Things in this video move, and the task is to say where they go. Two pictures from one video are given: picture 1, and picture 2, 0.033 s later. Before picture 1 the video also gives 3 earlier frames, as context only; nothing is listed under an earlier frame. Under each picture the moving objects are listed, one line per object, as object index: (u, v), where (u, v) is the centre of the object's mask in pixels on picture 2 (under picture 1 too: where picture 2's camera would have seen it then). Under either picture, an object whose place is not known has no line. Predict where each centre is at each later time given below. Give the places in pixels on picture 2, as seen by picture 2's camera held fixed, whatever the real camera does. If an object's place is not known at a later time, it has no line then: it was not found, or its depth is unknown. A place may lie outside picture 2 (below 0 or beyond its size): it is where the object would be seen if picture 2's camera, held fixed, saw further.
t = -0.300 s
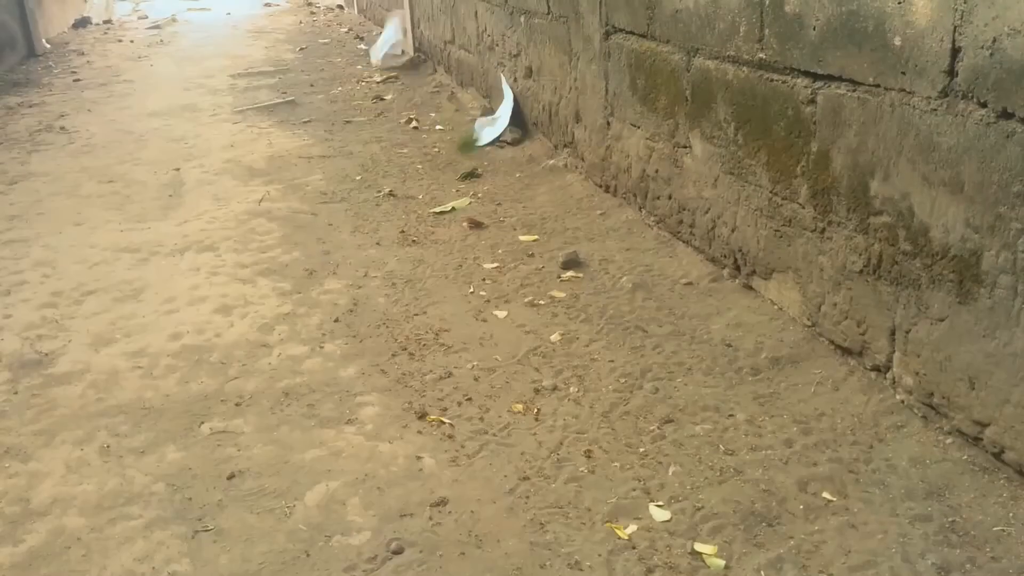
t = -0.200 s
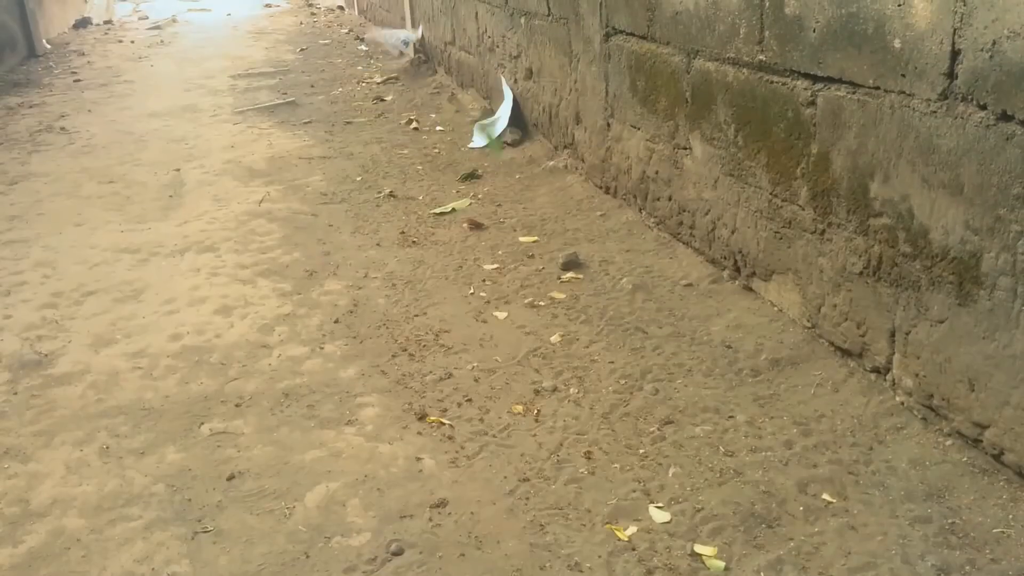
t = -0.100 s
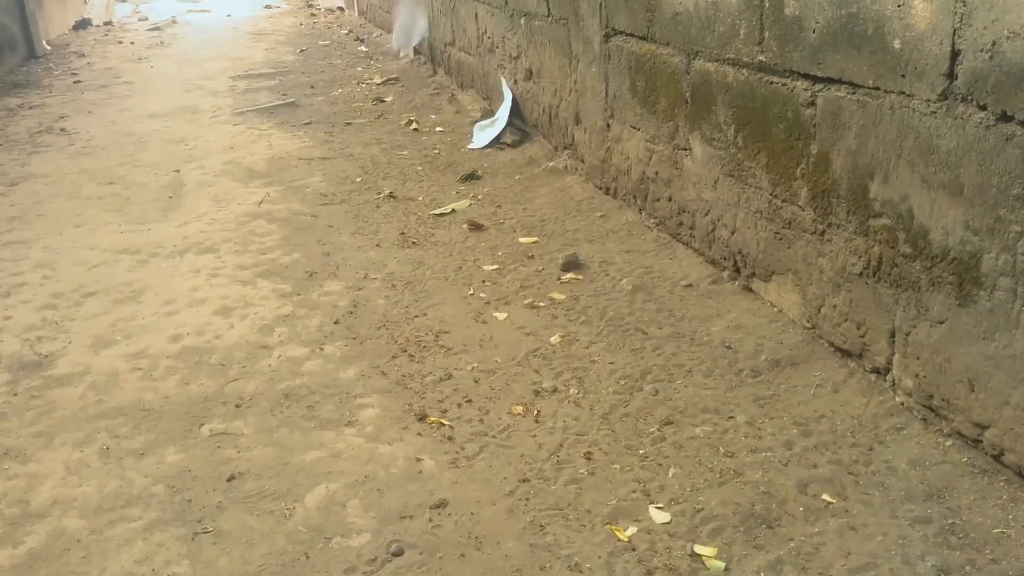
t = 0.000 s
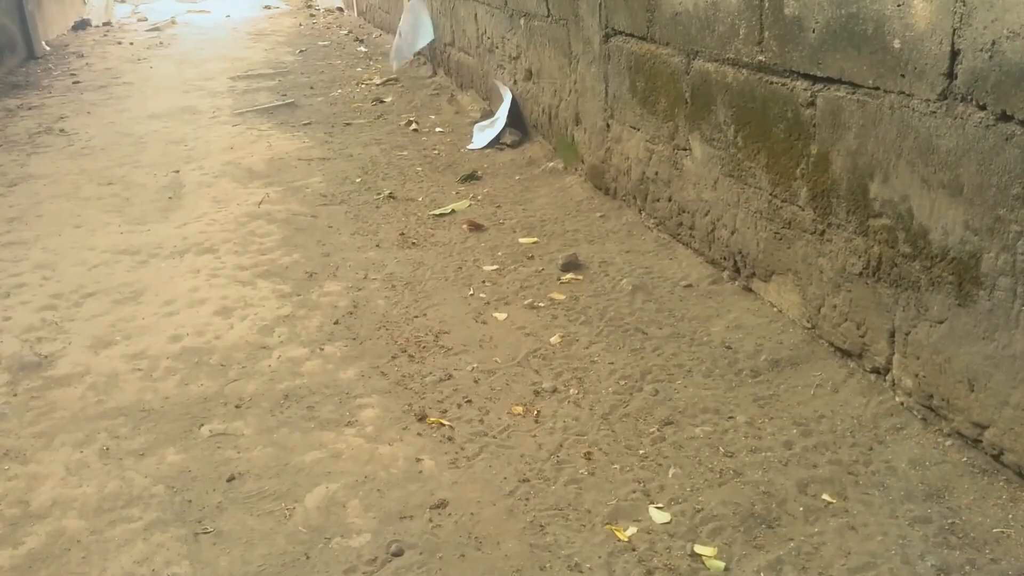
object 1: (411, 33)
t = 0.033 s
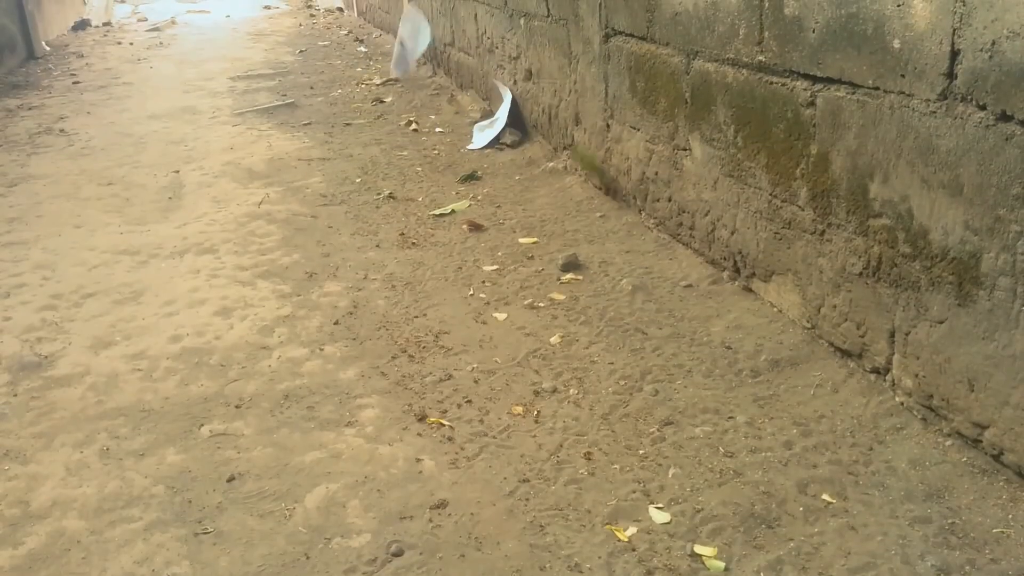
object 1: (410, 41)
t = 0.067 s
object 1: (410, 48)
